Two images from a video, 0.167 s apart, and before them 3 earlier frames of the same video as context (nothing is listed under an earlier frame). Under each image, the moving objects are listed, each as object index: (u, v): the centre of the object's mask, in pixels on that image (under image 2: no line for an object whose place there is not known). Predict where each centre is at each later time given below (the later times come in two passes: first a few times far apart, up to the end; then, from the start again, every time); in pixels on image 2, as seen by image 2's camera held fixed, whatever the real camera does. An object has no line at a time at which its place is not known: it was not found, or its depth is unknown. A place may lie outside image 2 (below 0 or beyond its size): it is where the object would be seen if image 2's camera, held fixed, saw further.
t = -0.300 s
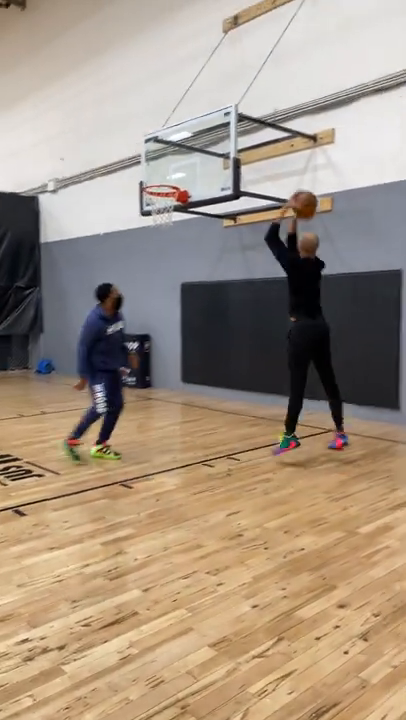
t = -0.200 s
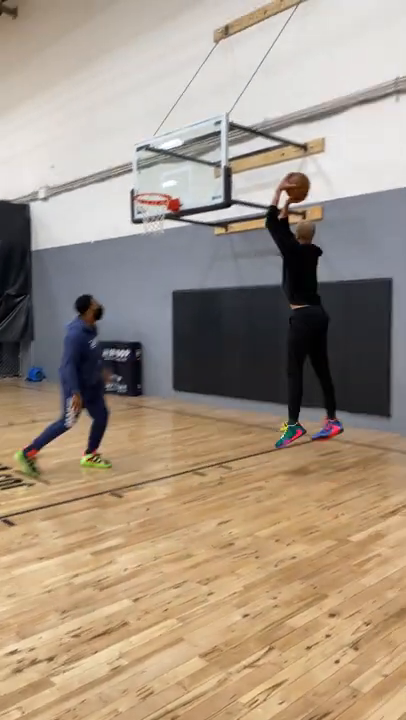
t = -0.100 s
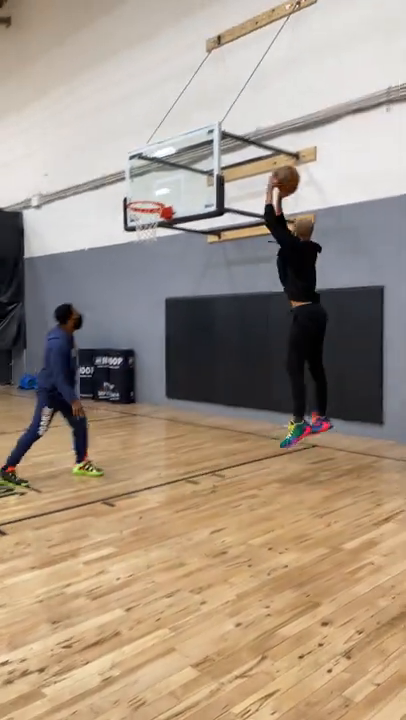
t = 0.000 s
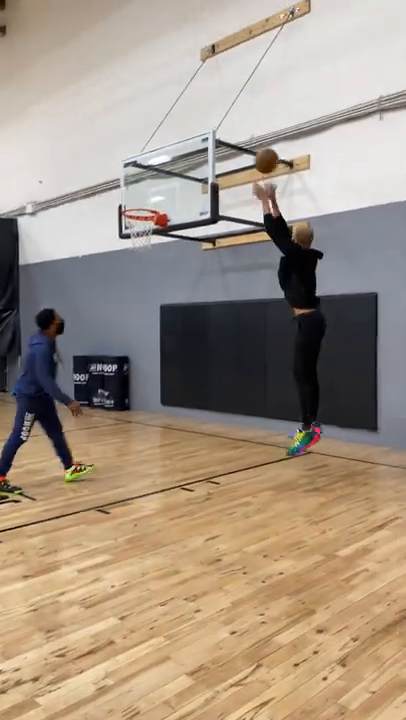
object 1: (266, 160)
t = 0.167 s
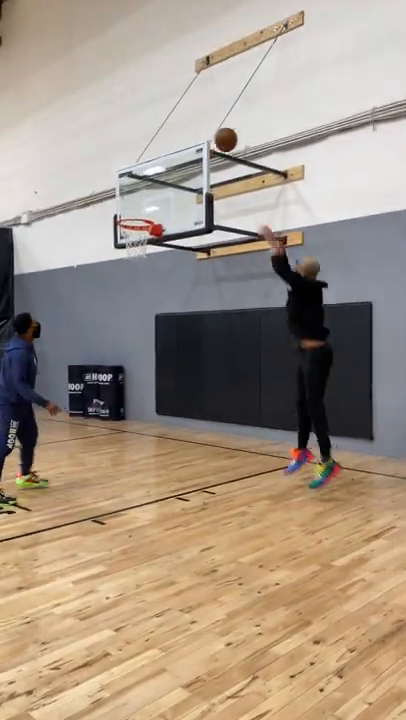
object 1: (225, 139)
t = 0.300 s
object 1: (201, 135)
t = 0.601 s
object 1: (155, 179)
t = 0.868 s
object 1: (128, 250)
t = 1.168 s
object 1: (117, 324)
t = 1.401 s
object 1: (108, 423)
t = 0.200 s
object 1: (219, 136)
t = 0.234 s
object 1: (213, 135)
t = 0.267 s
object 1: (207, 135)
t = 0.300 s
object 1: (201, 135)
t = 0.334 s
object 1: (195, 137)
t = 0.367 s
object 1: (190, 139)
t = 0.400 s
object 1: (185, 142)
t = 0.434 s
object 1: (179, 146)
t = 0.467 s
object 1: (174, 151)
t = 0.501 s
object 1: (169, 157)
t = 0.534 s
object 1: (164, 163)
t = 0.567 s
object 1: (160, 171)
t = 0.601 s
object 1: (155, 179)
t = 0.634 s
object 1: (152, 188)
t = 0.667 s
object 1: (146, 197)
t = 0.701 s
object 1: (142, 207)
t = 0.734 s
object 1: (138, 215)
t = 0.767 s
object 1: (134, 228)
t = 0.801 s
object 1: (131, 238)
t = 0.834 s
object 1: (129, 245)
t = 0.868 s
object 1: (128, 250)
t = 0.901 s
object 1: (127, 254)
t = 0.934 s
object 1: (126, 260)
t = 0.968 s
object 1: (125, 268)
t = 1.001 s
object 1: (123, 275)
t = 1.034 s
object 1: (122, 283)
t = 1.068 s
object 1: (121, 292)
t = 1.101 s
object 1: (119, 301)
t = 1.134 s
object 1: (118, 312)
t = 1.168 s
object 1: (117, 324)
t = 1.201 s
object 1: (116, 336)
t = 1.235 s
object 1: (115, 349)
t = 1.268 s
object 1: (113, 362)
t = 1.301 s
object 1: (113, 376)
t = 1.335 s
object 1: (111, 393)
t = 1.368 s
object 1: (110, 407)
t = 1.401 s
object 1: (108, 423)
